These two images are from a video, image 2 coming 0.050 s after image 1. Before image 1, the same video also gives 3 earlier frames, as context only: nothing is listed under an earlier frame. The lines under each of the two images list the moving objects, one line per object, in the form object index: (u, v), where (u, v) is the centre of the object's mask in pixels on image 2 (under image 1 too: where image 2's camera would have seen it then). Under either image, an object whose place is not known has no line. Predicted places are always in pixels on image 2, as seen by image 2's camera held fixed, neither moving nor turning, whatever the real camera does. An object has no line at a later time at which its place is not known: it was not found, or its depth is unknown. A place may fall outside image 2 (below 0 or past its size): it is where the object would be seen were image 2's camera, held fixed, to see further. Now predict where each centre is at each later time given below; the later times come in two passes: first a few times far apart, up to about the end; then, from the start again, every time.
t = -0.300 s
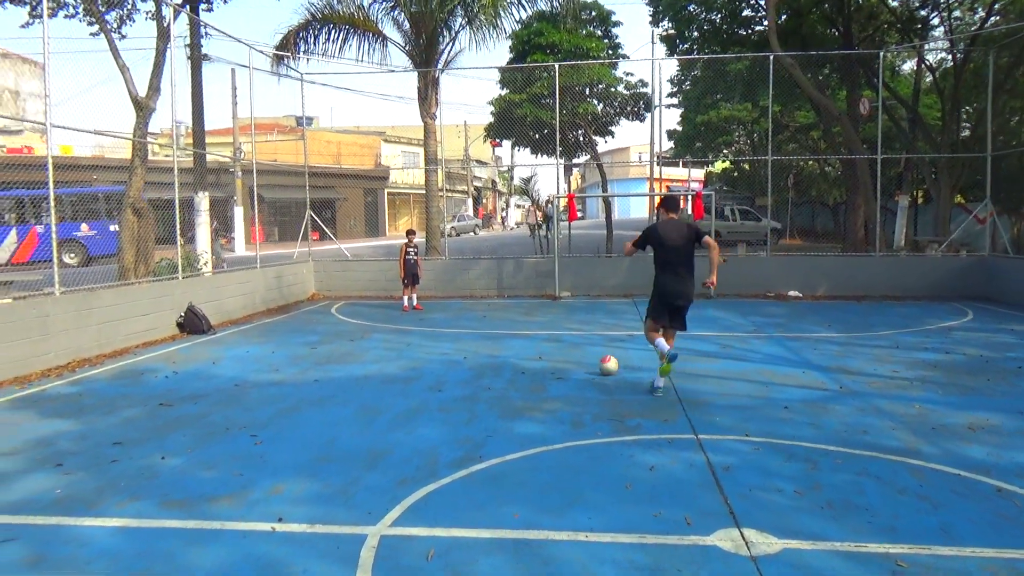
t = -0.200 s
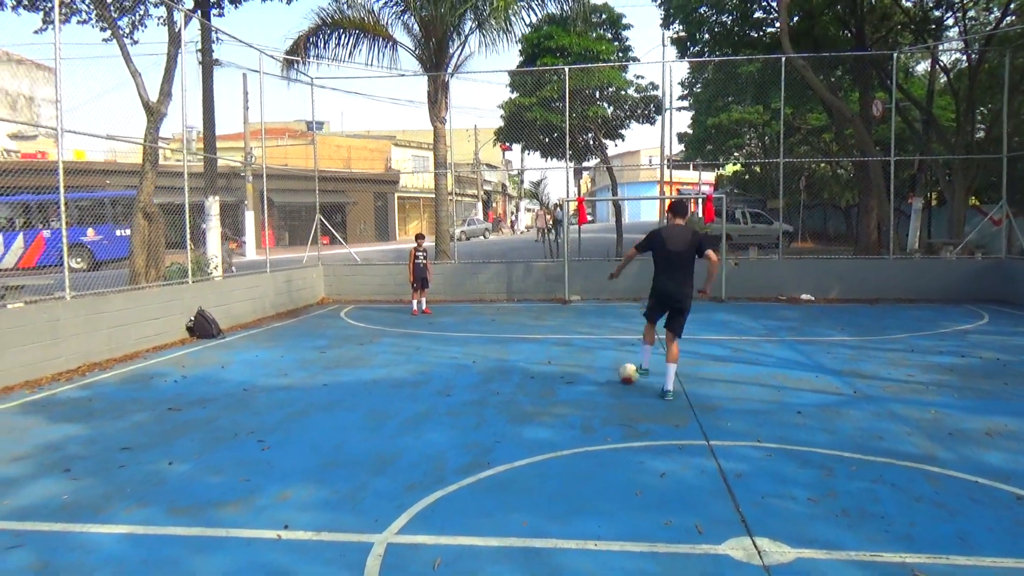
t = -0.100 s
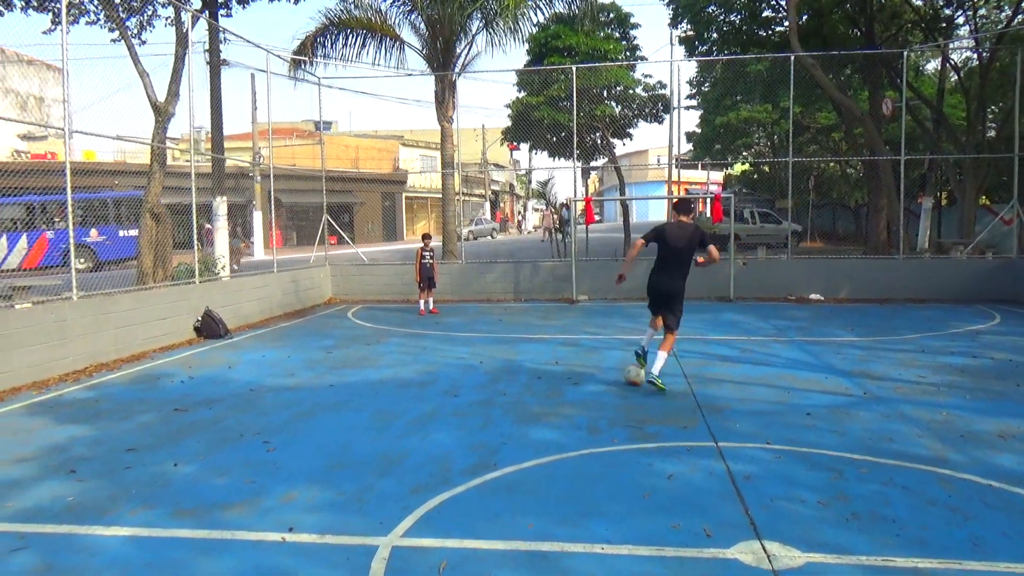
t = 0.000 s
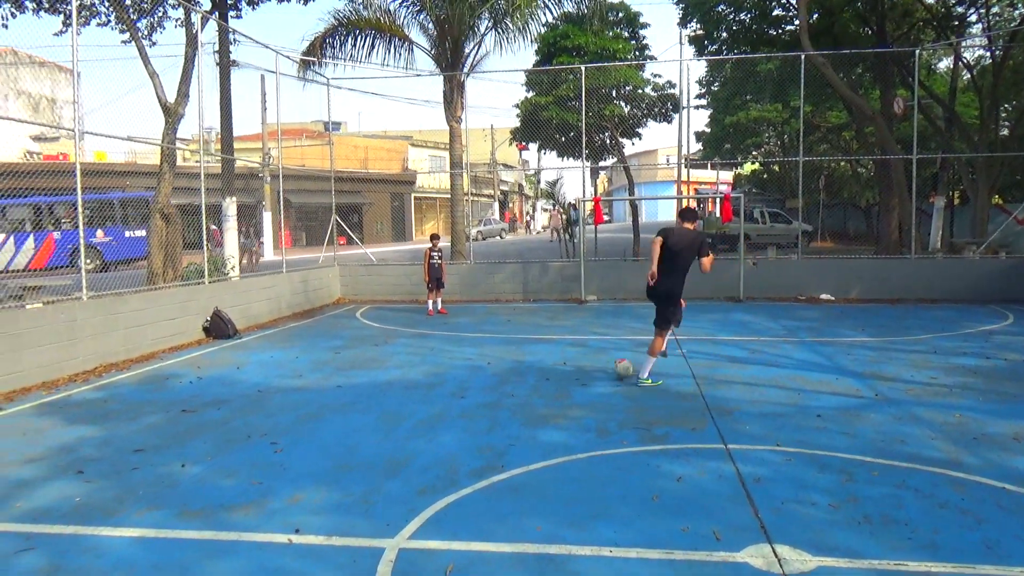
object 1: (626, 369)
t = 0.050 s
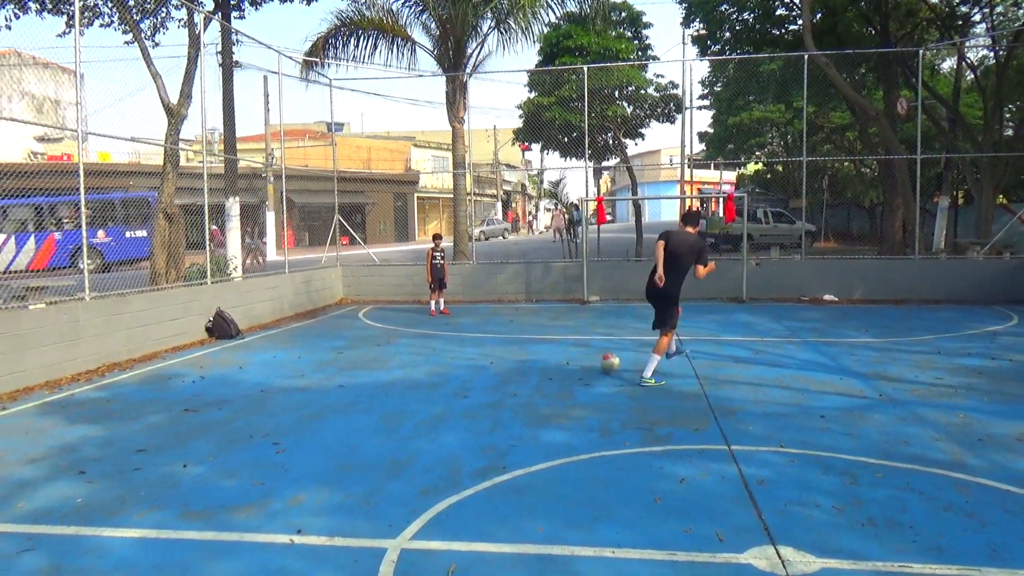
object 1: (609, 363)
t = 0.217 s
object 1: (568, 351)
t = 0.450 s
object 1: (530, 339)
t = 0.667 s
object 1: (503, 331)
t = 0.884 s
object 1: (479, 323)
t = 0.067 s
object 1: (604, 361)
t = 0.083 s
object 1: (600, 360)
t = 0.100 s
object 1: (596, 359)
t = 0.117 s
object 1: (591, 359)
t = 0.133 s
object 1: (587, 357)
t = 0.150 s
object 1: (583, 355)
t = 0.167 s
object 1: (579, 354)
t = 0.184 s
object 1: (575, 353)
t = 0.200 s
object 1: (572, 352)
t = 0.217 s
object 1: (568, 351)
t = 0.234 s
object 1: (565, 350)
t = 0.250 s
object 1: (562, 348)
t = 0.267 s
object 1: (559, 347)
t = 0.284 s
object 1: (556, 347)
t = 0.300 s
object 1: (553, 346)
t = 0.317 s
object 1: (550, 345)
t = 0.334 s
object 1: (547, 344)
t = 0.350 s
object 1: (545, 343)
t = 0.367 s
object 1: (542, 342)
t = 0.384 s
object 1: (540, 342)
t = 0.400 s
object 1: (538, 341)
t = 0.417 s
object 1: (536, 341)
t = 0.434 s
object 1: (532, 340)
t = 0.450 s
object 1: (530, 339)
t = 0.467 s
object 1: (528, 338)
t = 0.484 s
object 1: (526, 338)
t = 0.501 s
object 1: (524, 337)
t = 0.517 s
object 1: (521, 337)
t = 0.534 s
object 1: (519, 336)
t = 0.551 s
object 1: (517, 336)
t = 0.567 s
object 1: (514, 335)
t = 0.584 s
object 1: (512, 334)
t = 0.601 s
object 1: (510, 333)
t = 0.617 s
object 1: (509, 332)
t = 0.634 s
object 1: (507, 332)
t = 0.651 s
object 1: (505, 331)
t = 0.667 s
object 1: (503, 331)
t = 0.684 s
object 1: (501, 330)
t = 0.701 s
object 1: (499, 329)
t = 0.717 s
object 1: (497, 329)
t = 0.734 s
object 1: (495, 328)
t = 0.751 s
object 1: (494, 328)
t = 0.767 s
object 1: (492, 327)
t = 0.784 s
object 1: (490, 327)
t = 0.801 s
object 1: (489, 326)
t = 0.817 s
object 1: (487, 326)
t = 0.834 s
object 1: (484, 325)
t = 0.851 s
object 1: (483, 324)
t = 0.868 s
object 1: (481, 324)
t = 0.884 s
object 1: (479, 323)
